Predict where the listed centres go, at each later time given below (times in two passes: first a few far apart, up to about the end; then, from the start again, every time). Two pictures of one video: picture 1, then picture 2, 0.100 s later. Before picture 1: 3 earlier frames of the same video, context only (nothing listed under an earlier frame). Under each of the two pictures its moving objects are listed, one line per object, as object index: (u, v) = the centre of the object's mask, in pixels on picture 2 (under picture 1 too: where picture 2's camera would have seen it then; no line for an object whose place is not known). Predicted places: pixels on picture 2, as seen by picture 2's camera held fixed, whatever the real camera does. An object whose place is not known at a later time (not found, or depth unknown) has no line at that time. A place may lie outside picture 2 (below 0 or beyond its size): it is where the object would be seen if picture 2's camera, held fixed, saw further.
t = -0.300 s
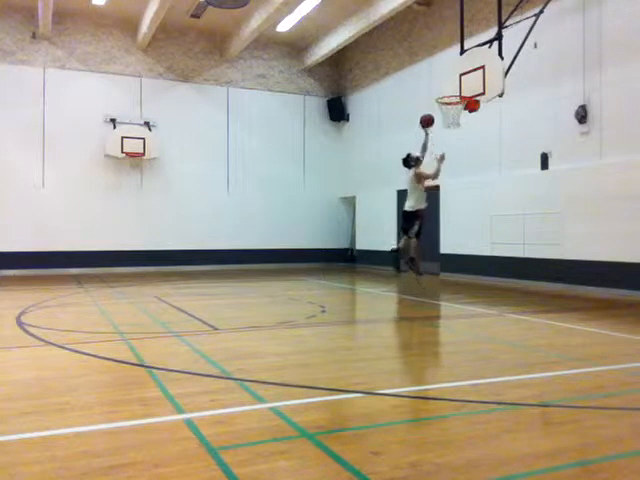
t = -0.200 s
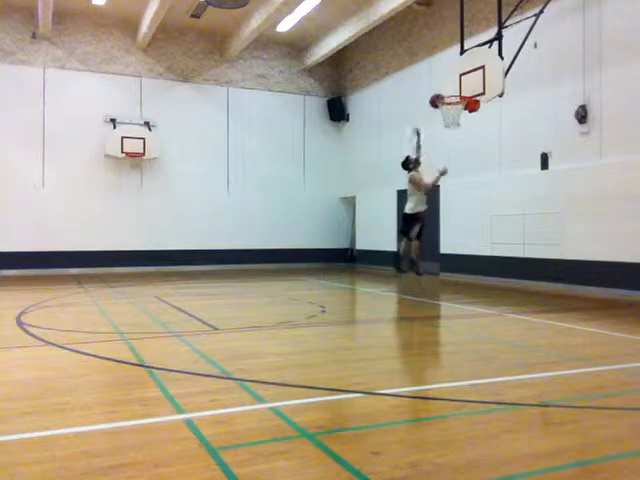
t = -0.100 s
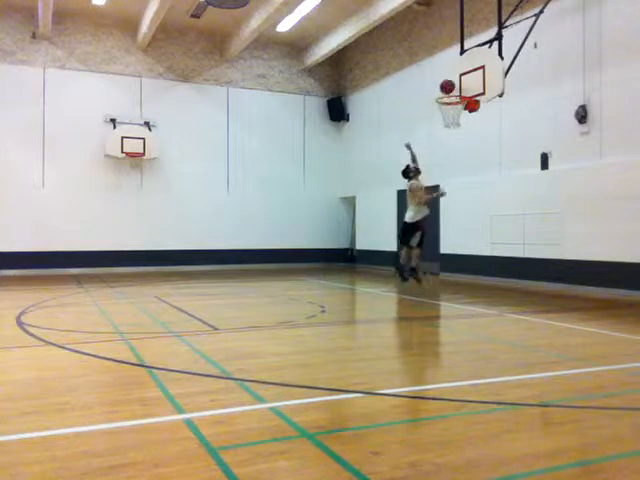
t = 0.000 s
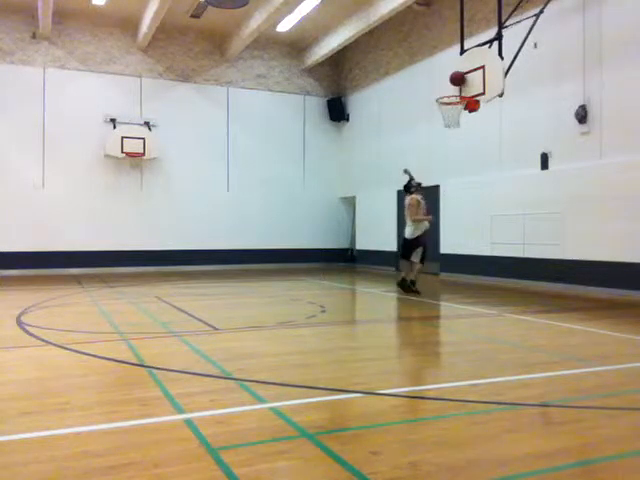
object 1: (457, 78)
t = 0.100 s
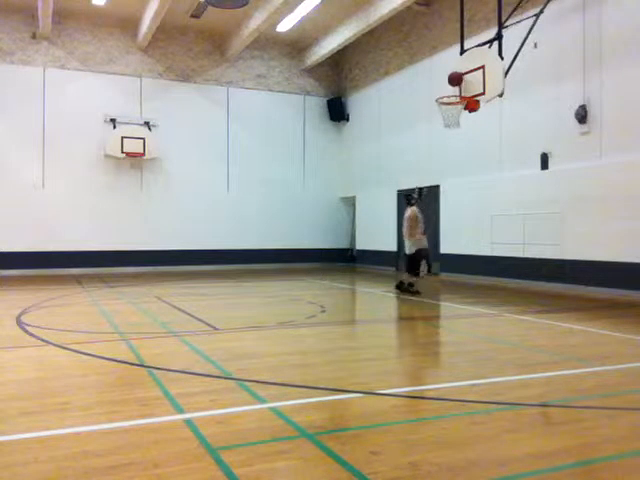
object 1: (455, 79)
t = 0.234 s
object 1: (452, 89)
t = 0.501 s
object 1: (448, 119)
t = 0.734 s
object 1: (453, 132)
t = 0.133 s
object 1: (454, 80)
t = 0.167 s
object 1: (454, 82)
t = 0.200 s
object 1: (453, 85)
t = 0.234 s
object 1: (452, 89)
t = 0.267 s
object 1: (452, 92)
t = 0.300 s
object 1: (450, 98)
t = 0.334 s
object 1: (449, 105)
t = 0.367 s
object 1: (449, 111)
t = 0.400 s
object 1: (448, 115)
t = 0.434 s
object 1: (448, 117)
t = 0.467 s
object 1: (448, 119)
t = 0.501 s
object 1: (448, 119)
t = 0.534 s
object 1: (449, 120)
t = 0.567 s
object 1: (449, 122)
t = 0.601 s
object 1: (450, 124)
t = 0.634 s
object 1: (450, 124)
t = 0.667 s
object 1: (451, 126)
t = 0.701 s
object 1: (452, 129)
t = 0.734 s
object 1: (453, 132)
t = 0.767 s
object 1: (453, 135)
